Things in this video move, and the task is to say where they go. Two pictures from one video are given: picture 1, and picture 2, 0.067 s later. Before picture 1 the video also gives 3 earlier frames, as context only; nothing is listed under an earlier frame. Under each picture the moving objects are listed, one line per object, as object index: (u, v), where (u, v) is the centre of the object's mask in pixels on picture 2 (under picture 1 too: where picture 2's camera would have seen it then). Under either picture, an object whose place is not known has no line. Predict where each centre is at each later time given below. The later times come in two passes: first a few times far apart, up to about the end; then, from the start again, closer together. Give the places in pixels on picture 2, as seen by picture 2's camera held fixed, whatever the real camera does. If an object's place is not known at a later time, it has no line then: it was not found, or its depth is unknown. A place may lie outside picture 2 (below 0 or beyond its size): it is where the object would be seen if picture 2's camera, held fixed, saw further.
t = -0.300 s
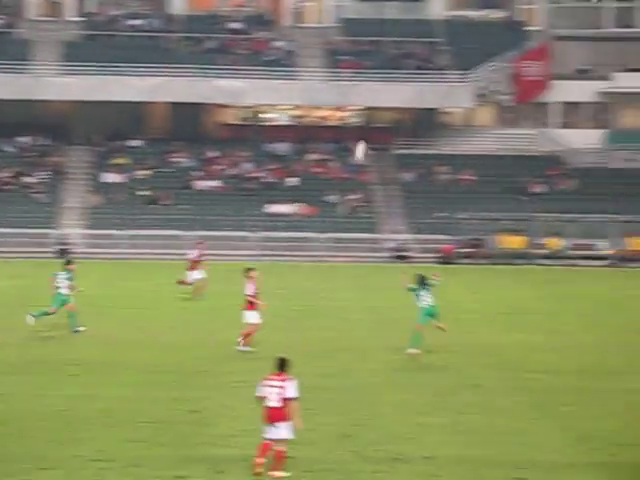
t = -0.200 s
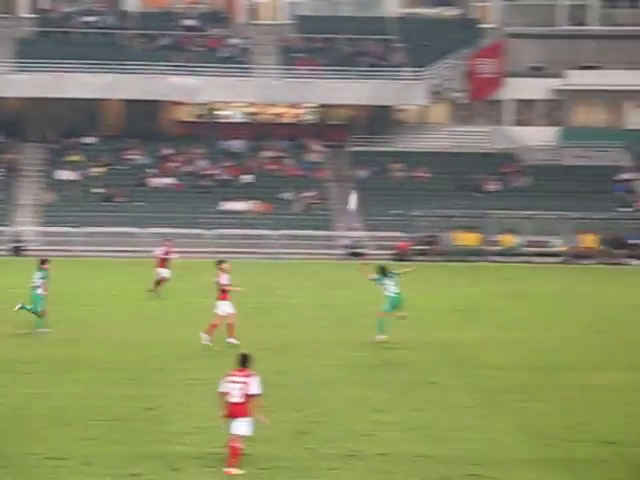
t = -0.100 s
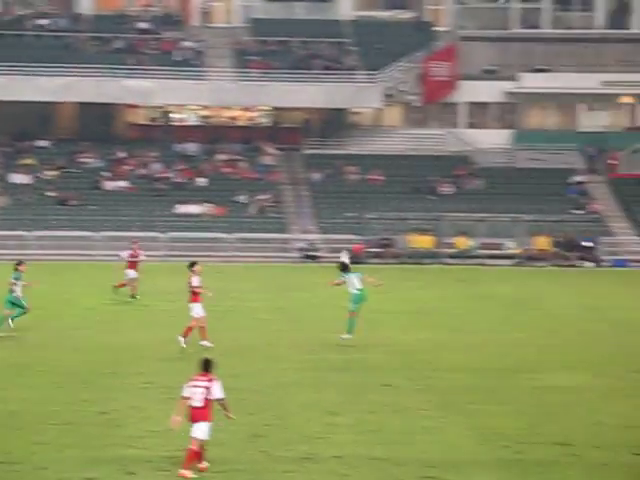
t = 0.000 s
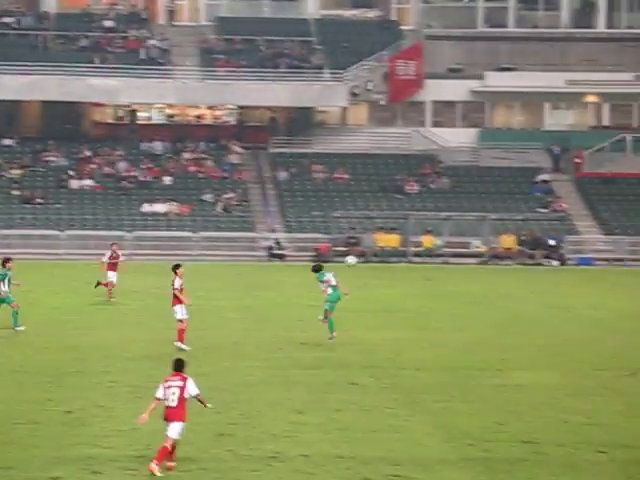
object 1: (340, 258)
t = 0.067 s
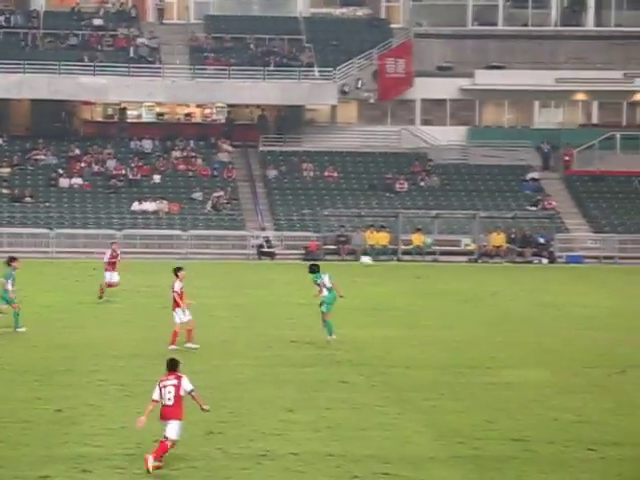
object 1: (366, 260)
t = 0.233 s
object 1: (427, 273)
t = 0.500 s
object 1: (514, 317)
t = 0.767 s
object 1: (572, 293)
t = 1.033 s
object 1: (623, 282)
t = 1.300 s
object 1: (672, 299)
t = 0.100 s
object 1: (378, 261)
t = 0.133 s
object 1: (391, 263)
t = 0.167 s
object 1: (403, 266)
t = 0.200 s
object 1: (415, 270)
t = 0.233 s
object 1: (427, 273)
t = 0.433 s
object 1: (493, 304)
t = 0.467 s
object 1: (504, 310)
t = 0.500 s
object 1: (514, 317)
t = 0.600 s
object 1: (539, 317)
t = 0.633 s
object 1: (546, 311)
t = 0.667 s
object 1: (553, 306)
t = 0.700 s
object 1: (559, 301)
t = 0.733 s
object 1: (566, 297)
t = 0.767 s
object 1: (572, 293)
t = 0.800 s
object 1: (579, 290)
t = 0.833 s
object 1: (585, 287)
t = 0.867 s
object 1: (591, 285)
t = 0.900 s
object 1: (599, 284)
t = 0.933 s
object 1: (605, 282)
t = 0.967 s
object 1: (610, 282)
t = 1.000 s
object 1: (617, 282)
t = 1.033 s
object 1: (623, 282)
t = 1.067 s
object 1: (629, 282)
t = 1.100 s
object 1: (636, 283)
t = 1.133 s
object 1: (642, 285)
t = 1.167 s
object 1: (648, 287)
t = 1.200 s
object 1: (654, 289)
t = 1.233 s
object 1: (660, 292)
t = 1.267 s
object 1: (667, 295)
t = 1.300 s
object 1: (672, 299)
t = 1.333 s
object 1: (678, 303)
